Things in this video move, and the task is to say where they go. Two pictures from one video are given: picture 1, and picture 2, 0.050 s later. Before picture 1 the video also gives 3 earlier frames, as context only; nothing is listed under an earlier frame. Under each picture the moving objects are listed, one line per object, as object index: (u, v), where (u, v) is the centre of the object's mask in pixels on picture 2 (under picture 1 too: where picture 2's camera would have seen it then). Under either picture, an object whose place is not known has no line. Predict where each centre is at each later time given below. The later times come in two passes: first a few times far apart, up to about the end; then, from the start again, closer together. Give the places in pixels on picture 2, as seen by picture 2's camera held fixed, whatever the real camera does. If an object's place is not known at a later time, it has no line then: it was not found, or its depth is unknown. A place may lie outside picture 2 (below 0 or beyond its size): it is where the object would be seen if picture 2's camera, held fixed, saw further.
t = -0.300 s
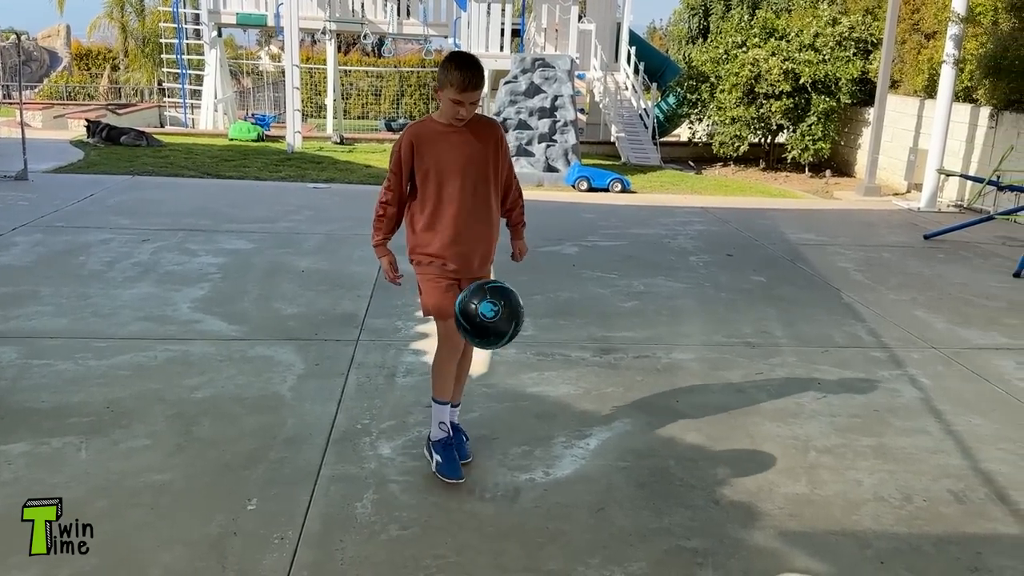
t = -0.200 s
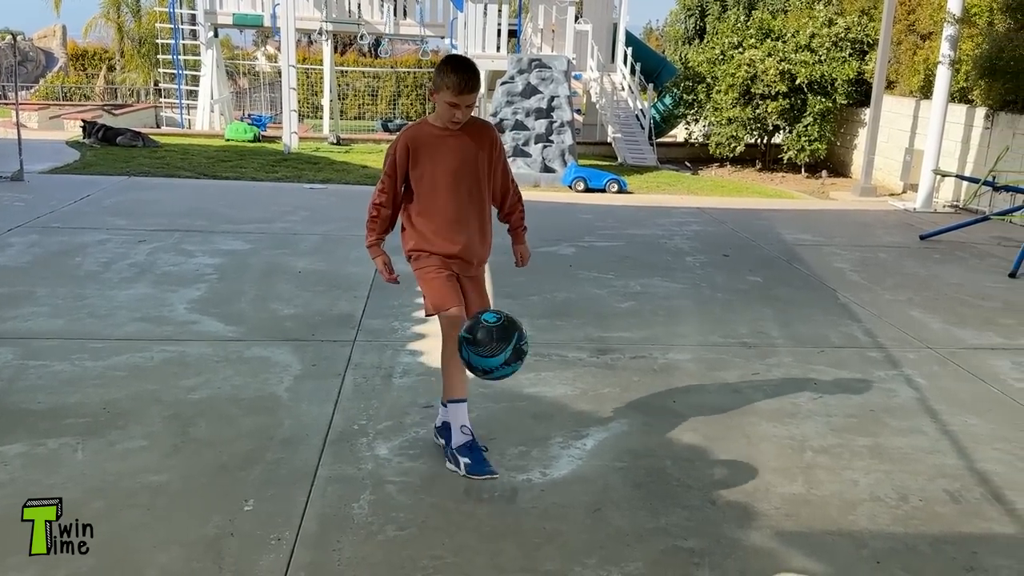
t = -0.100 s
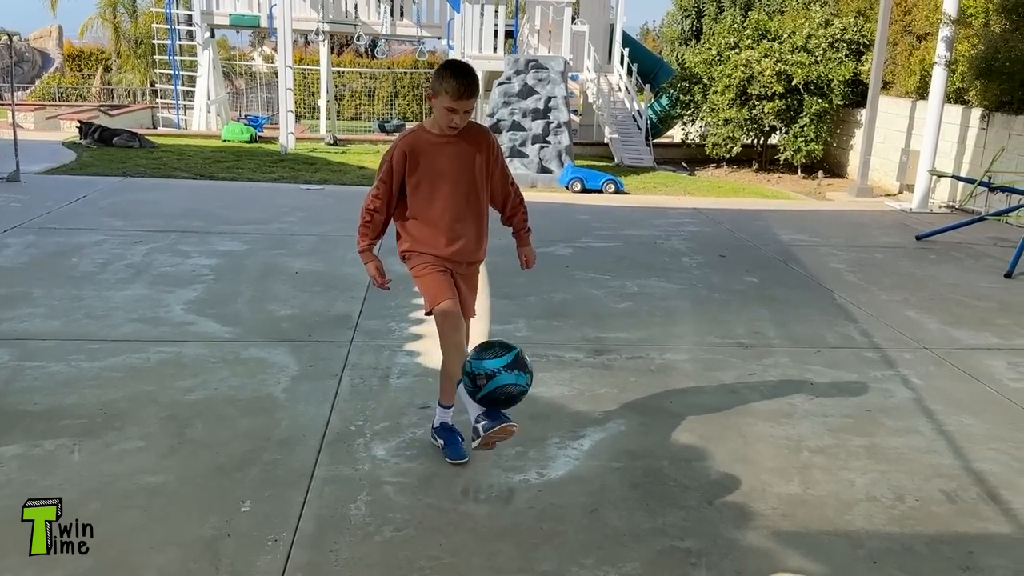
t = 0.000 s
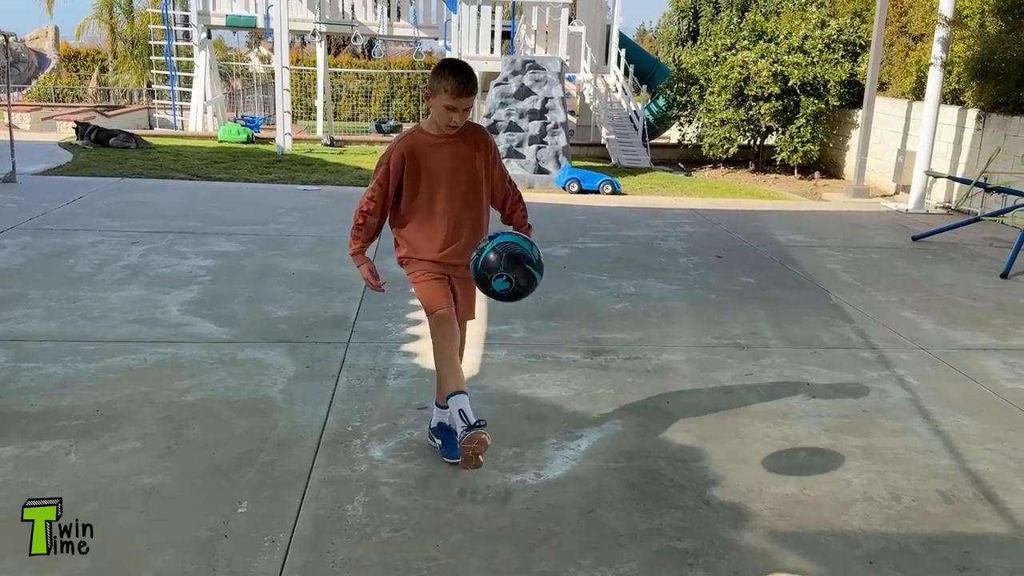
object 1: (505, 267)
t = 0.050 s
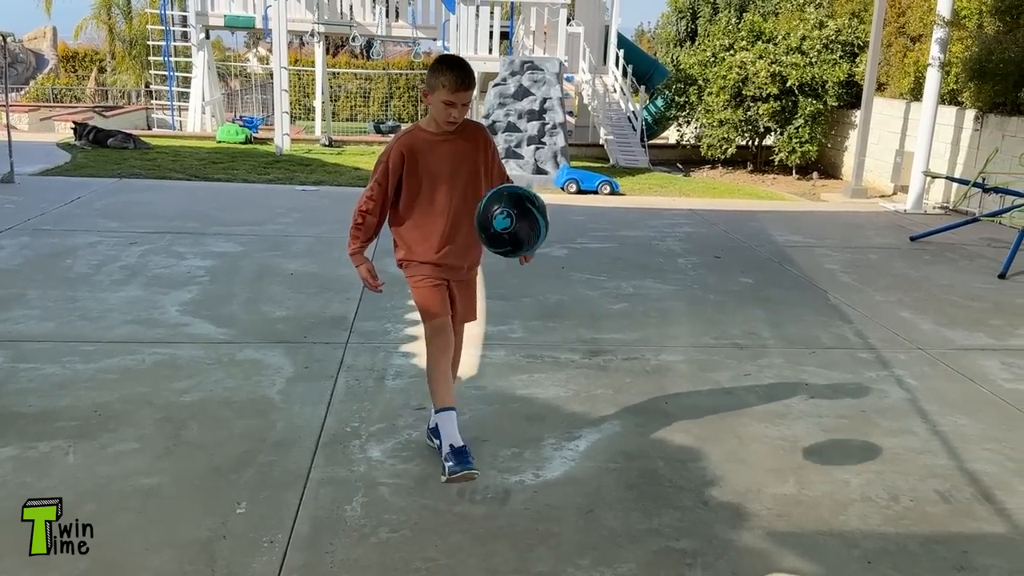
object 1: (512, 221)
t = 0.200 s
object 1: (530, 127)
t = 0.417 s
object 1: (551, 120)
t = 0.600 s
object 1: (564, 231)
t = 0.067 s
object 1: (514, 207)
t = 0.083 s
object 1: (516, 194)
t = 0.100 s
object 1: (518, 182)
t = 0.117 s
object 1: (520, 171)
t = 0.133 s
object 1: (522, 160)
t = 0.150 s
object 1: (524, 150)
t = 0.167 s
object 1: (526, 141)
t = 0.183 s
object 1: (528, 134)
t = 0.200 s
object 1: (530, 127)
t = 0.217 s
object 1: (531, 121)
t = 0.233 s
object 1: (534, 116)
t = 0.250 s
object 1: (535, 112)
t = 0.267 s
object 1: (537, 108)
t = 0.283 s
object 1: (539, 106)
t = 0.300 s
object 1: (541, 105)
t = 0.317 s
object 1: (542, 104)
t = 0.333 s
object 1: (544, 104)
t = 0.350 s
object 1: (545, 106)
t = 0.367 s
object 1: (547, 108)
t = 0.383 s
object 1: (548, 111)
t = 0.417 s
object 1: (551, 120)
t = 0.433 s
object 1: (552, 126)
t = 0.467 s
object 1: (555, 141)
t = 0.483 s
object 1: (556, 149)
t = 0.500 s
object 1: (557, 158)
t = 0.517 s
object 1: (559, 169)
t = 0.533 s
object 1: (560, 180)
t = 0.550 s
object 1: (561, 192)
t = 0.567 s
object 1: (562, 204)
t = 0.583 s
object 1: (563, 217)
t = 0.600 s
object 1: (564, 231)
